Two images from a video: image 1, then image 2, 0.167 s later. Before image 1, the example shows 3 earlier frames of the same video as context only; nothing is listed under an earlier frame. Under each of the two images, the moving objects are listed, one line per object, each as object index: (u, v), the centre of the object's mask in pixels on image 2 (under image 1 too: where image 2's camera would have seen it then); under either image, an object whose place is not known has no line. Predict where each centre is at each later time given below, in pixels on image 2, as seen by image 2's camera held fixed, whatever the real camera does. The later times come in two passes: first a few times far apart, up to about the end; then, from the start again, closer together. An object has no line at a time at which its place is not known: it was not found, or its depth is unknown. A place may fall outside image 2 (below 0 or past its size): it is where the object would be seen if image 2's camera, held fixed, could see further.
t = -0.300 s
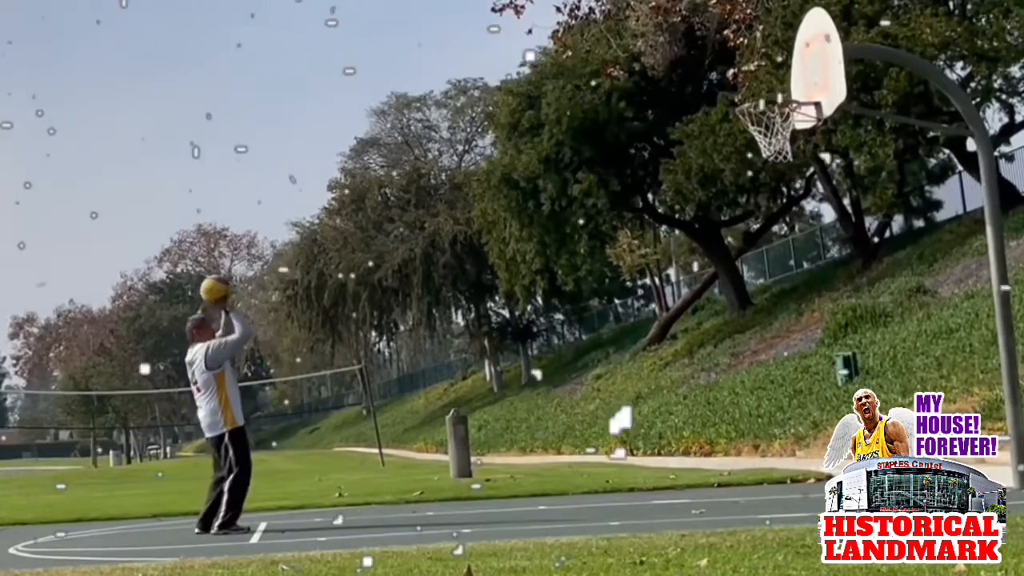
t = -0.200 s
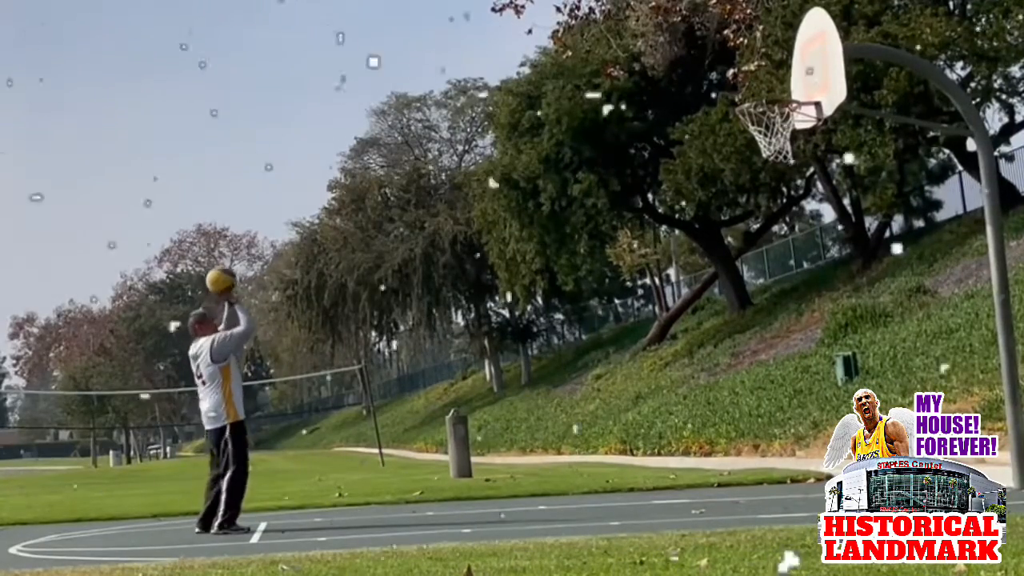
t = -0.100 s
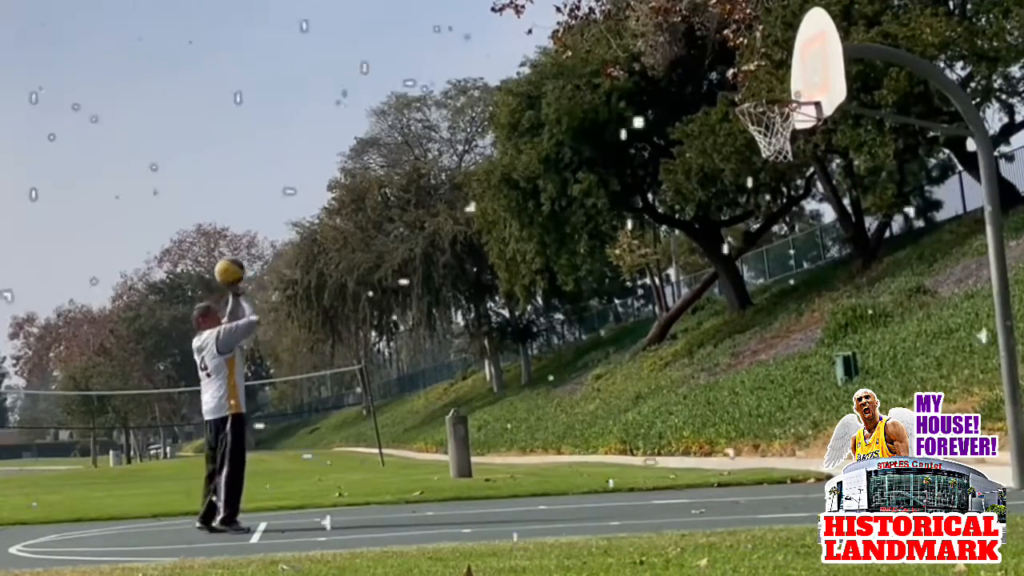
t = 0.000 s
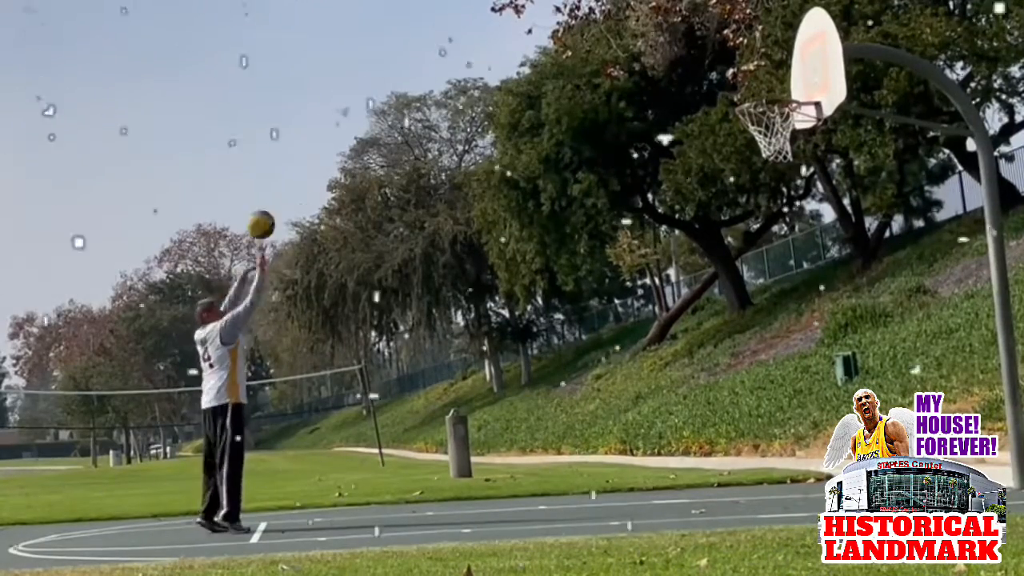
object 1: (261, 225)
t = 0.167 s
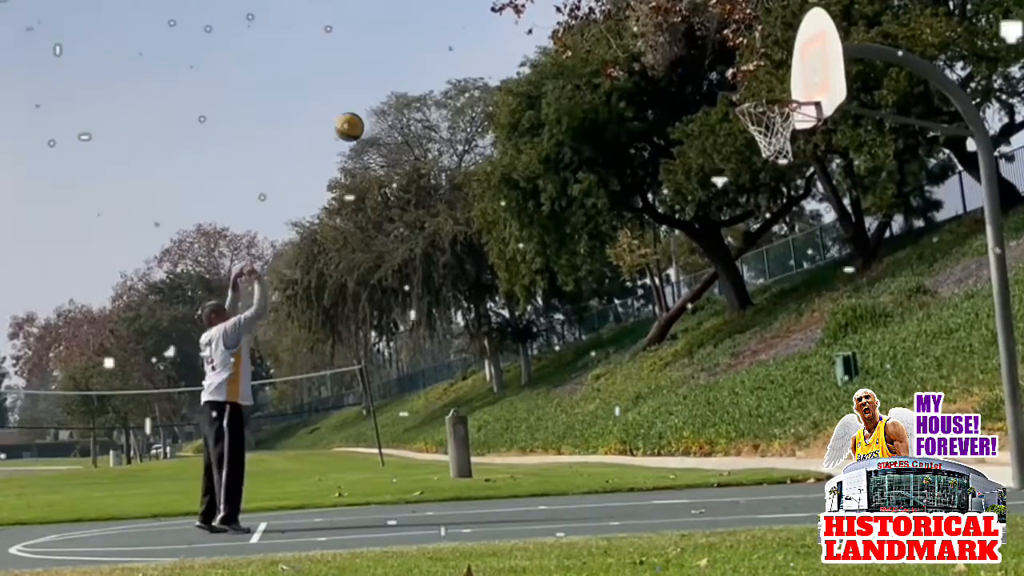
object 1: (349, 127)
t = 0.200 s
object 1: (368, 112)
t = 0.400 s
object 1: (475, 50)
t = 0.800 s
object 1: (696, 70)
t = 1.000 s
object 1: (775, 97)
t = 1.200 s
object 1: (745, 134)
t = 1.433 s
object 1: (772, 158)
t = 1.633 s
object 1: (797, 228)
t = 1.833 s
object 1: (828, 346)
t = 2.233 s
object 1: (857, 348)
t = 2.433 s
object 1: (864, 266)
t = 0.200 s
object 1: (368, 112)
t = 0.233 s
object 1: (385, 98)
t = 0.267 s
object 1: (403, 86)
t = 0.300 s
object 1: (422, 75)
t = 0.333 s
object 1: (439, 65)
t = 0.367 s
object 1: (457, 57)
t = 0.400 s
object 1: (475, 50)
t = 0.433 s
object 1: (494, 45)
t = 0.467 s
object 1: (512, 41)
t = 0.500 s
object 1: (530, 38)
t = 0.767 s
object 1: (677, 61)
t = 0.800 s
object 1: (696, 70)
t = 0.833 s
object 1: (716, 79)
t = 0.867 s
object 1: (735, 90)
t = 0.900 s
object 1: (752, 96)
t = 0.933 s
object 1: (770, 96)
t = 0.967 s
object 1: (776, 104)
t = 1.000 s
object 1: (775, 97)
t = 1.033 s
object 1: (761, 114)
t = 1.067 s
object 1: (755, 118)
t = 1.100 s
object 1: (752, 124)
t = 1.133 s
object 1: (745, 128)
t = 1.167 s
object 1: (744, 131)
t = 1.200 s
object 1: (745, 134)
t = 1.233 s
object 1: (747, 135)
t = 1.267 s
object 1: (750, 136)
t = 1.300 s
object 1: (755, 141)
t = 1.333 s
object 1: (760, 145)
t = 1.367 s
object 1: (762, 148)
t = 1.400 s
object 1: (766, 152)
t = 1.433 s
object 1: (772, 158)
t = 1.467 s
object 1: (775, 167)
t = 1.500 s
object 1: (779, 177)
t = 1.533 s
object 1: (783, 188)
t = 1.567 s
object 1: (788, 201)
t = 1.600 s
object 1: (791, 214)
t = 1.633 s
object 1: (797, 228)
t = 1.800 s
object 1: (820, 324)
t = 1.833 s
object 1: (828, 346)
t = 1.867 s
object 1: (836, 371)
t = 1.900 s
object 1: (838, 397)
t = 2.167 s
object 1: (856, 380)
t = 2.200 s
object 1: (857, 364)
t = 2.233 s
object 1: (857, 348)
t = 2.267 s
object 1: (857, 332)
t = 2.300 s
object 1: (856, 320)
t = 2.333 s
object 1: (858, 308)
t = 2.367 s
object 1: (859, 288)
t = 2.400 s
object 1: (860, 275)
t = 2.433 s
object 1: (864, 266)
